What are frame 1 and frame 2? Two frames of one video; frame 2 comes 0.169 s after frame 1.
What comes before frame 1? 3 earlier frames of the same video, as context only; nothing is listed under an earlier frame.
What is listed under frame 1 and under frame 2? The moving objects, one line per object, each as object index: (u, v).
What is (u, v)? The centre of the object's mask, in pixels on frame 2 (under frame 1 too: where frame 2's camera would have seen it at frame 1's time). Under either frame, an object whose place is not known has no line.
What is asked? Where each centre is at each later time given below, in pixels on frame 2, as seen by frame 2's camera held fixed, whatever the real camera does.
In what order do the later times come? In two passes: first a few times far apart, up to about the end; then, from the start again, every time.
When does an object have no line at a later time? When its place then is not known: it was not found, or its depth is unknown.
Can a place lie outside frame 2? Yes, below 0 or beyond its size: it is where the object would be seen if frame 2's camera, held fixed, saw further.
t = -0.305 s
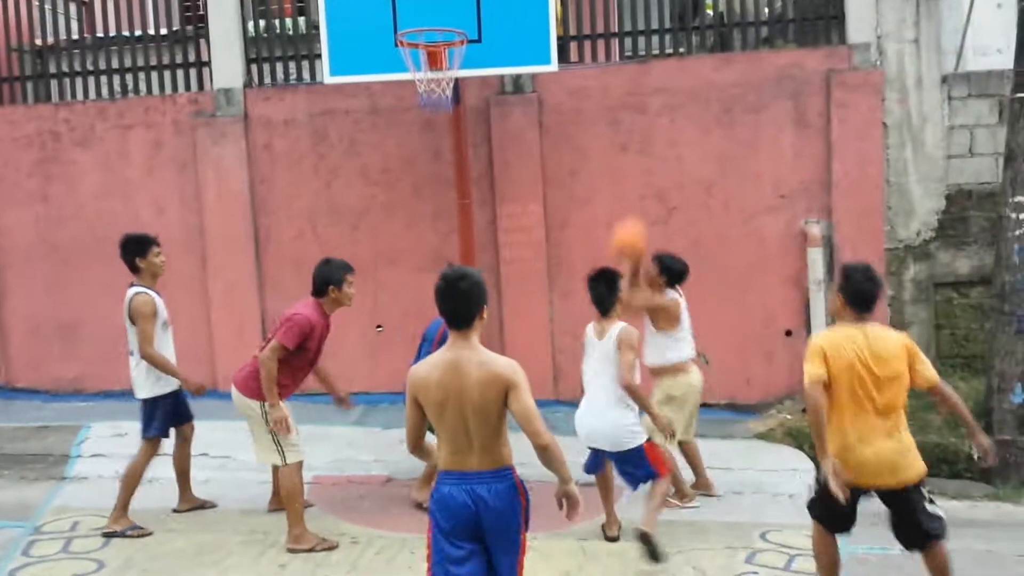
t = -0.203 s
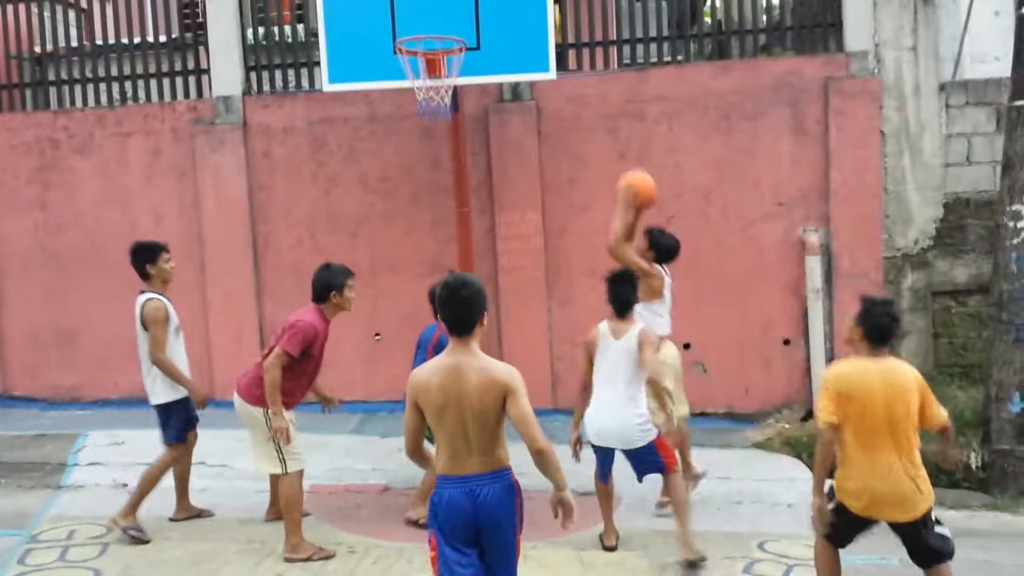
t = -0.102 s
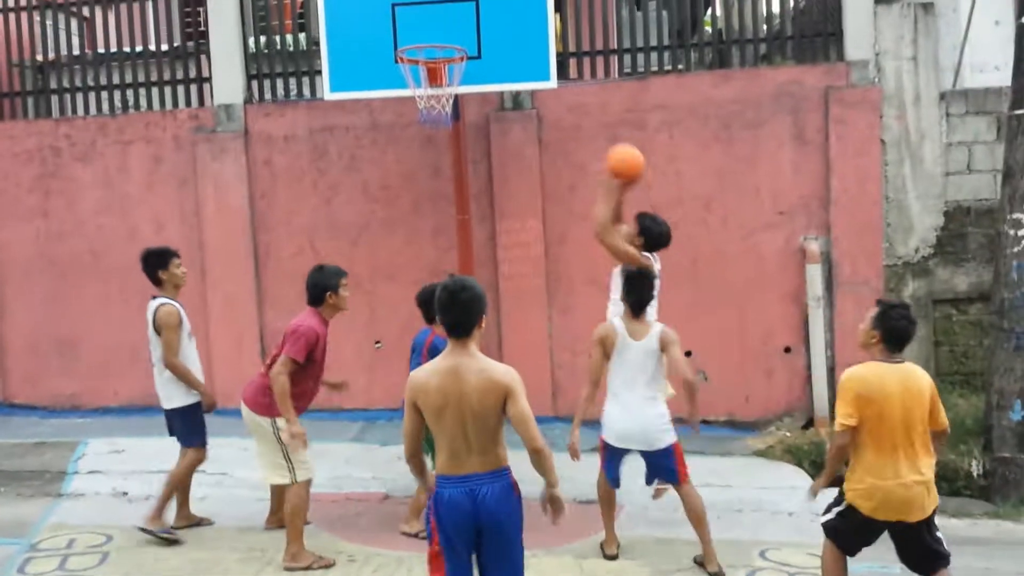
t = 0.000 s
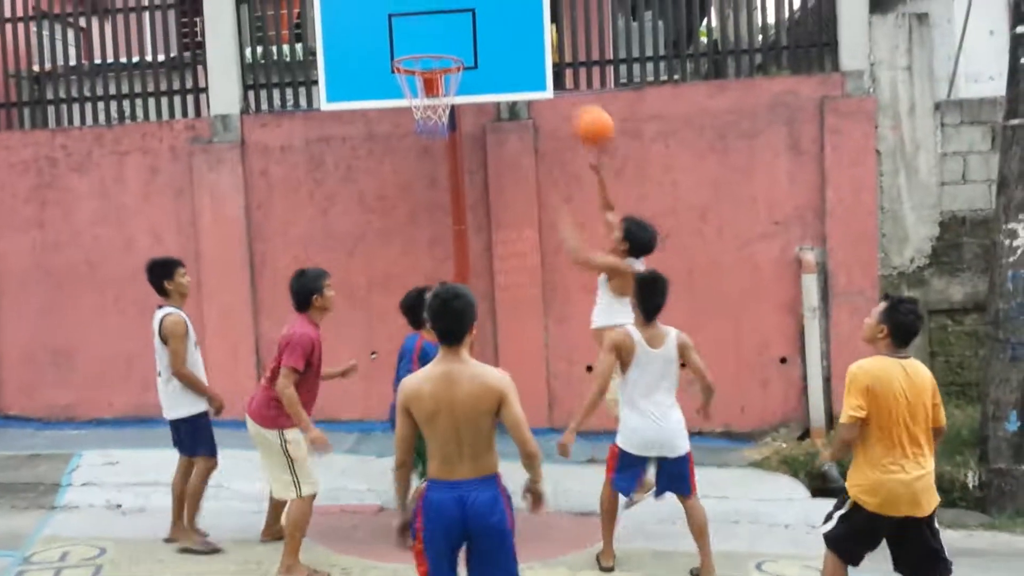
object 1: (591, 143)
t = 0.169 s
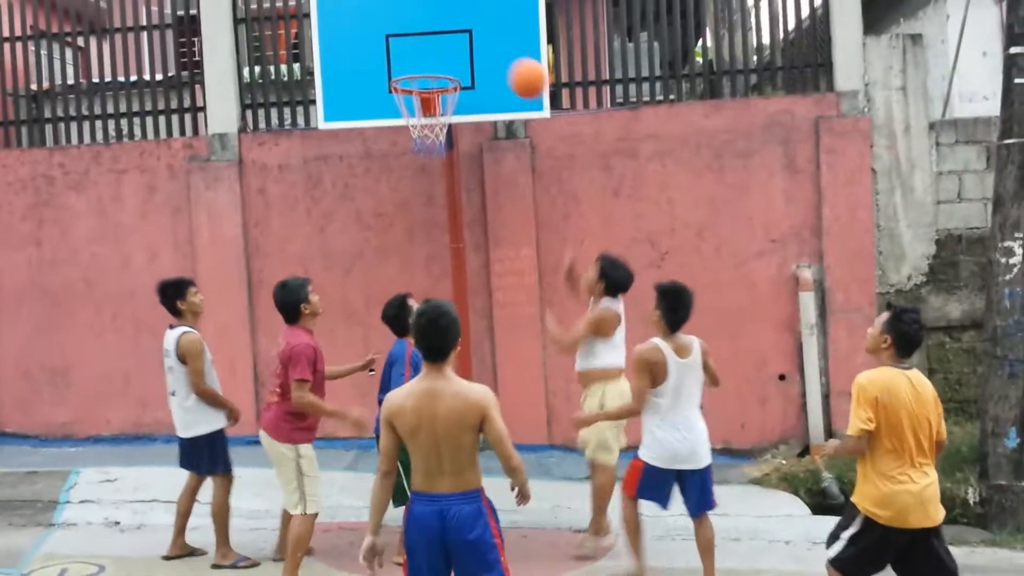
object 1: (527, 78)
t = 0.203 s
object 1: (516, 70)
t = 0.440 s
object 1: (438, 59)
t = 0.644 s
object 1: (451, 107)
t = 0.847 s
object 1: (460, 121)
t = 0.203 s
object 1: (516, 70)
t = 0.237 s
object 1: (505, 64)
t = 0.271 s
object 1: (494, 59)
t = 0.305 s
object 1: (483, 56)
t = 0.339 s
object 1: (471, 54)
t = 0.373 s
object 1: (460, 55)
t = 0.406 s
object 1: (449, 57)
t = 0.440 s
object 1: (438, 59)
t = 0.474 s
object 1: (426, 66)
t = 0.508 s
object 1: (415, 75)
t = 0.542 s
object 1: (423, 88)
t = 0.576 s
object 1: (433, 94)
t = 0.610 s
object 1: (441, 100)
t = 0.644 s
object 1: (451, 107)
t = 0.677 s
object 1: (456, 108)
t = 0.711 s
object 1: (458, 110)
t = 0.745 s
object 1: (460, 109)
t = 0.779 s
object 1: (460, 113)
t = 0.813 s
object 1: (460, 115)
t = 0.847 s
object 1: (460, 121)
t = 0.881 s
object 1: (459, 128)
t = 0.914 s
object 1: (459, 136)
